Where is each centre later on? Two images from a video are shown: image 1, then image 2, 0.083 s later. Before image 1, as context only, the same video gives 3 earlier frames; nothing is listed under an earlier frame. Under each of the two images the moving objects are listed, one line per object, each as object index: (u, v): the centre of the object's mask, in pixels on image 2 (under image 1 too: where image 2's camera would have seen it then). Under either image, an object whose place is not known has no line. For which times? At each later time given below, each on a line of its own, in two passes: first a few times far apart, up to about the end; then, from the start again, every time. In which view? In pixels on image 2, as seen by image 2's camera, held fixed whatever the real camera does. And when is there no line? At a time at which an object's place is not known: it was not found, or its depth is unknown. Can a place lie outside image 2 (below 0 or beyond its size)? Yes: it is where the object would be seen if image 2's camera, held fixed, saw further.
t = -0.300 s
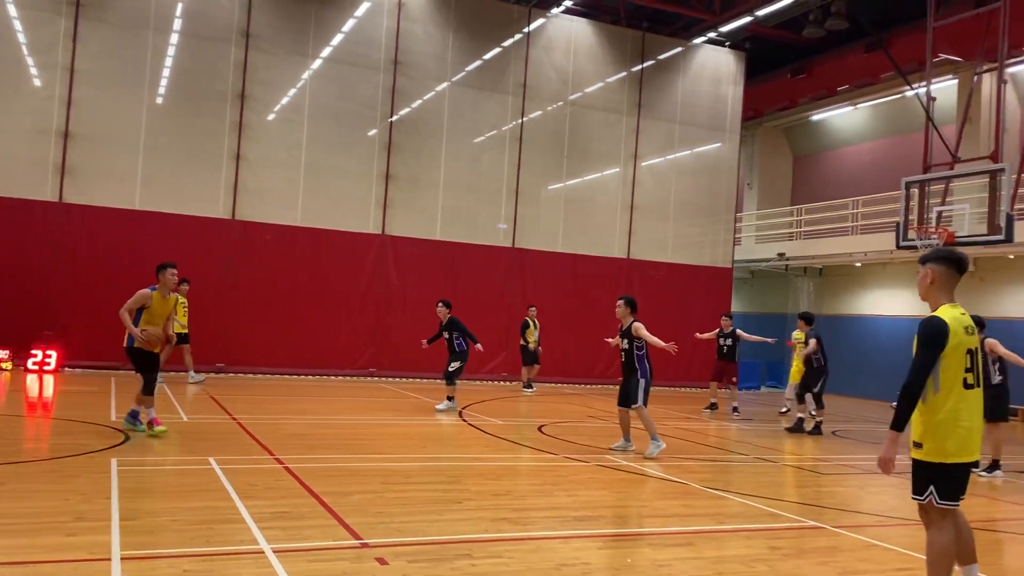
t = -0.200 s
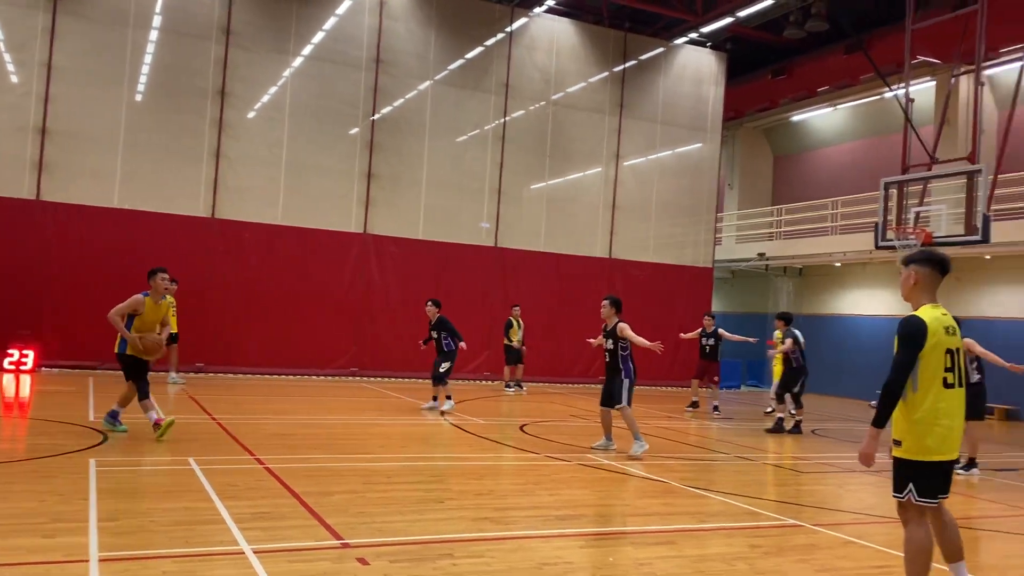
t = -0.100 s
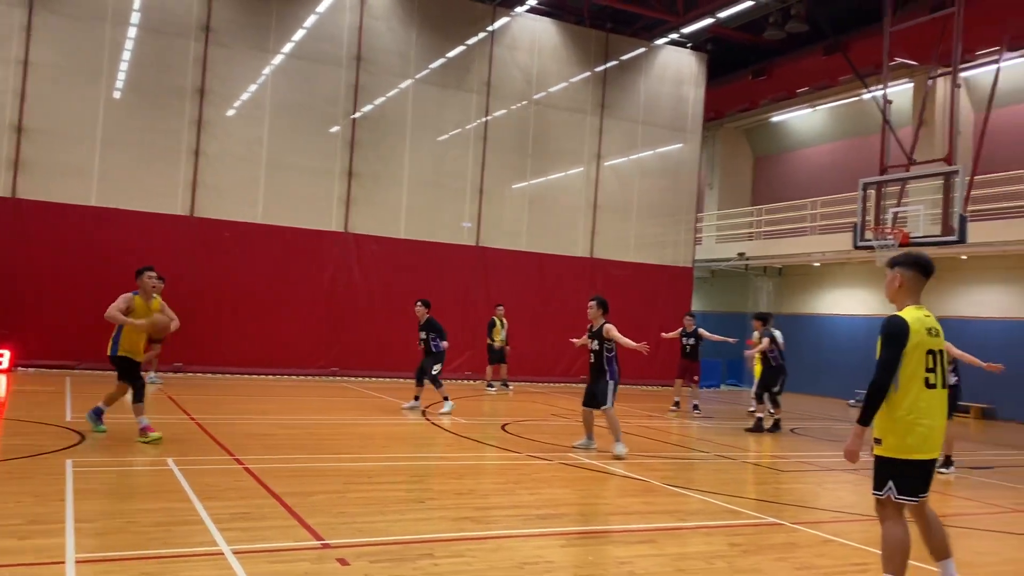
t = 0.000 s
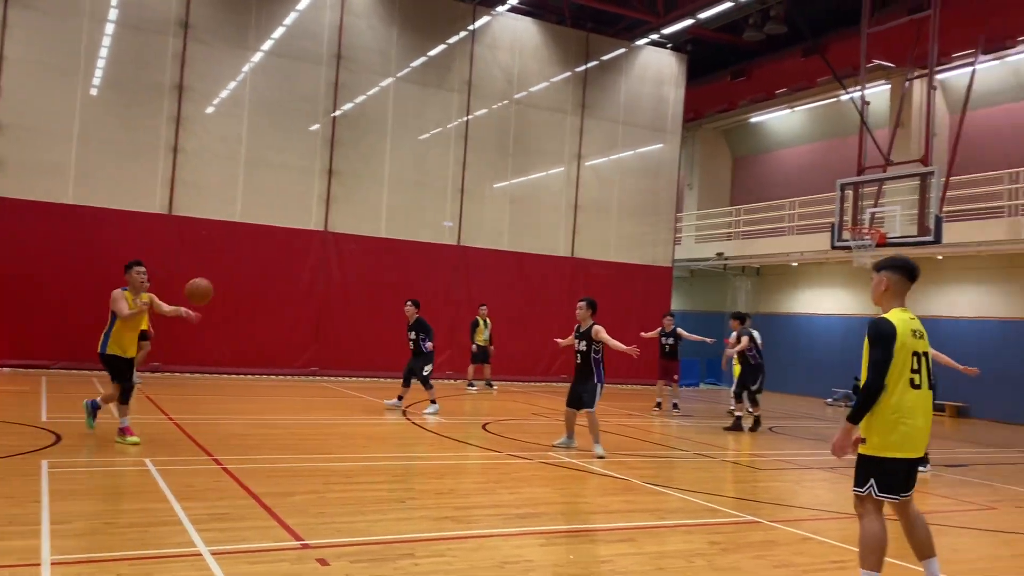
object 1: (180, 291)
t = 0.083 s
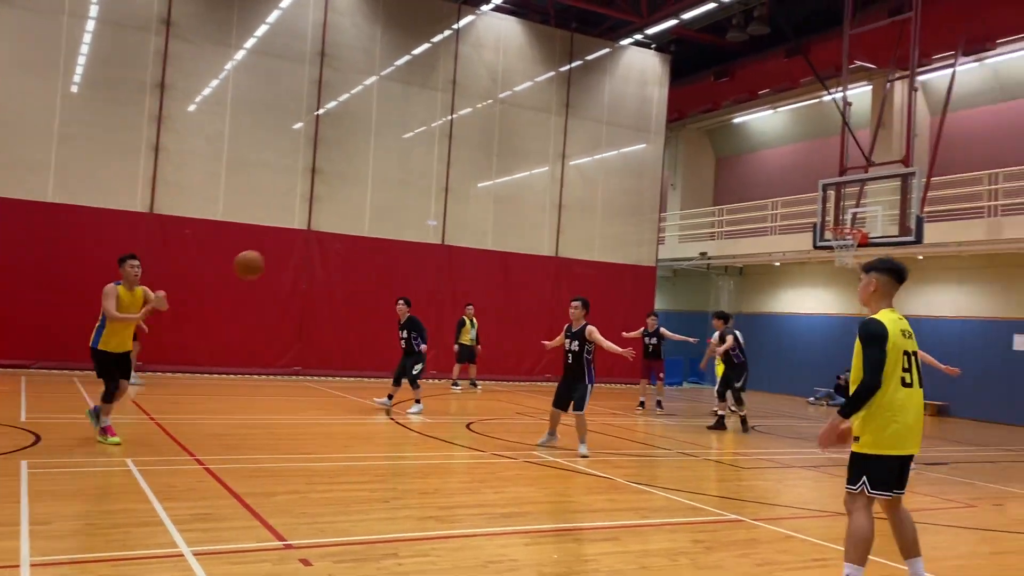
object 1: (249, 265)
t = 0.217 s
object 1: (371, 234)
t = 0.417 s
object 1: (585, 219)
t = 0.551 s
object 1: (757, 235)
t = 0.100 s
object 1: (263, 260)
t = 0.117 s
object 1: (278, 256)
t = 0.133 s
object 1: (293, 251)
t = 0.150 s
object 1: (307, 248)
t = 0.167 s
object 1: (323, 245)
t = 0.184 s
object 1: (339, 241)
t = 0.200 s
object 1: (354, 237)
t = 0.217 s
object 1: (371, 234)
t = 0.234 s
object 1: (386, 232)
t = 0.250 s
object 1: (403, 229)
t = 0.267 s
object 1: (420, 226)
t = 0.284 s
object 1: (436, 225)
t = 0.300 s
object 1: (454, 223)
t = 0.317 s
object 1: (471, 222)
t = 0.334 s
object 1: (489, 220)
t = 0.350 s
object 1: (507, 219)
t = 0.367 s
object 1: (526, 218)
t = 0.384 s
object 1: (545, 218)
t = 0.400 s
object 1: (565, 219)
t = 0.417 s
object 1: (585, 219)
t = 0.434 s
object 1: (604, 219)
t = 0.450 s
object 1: (625, 221)
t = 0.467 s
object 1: (645, 223)
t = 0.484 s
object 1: (666, 223)
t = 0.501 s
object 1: (688, 226)
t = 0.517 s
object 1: (711, 228)
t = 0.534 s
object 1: (734, 231)
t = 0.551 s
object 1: (757, 235)
